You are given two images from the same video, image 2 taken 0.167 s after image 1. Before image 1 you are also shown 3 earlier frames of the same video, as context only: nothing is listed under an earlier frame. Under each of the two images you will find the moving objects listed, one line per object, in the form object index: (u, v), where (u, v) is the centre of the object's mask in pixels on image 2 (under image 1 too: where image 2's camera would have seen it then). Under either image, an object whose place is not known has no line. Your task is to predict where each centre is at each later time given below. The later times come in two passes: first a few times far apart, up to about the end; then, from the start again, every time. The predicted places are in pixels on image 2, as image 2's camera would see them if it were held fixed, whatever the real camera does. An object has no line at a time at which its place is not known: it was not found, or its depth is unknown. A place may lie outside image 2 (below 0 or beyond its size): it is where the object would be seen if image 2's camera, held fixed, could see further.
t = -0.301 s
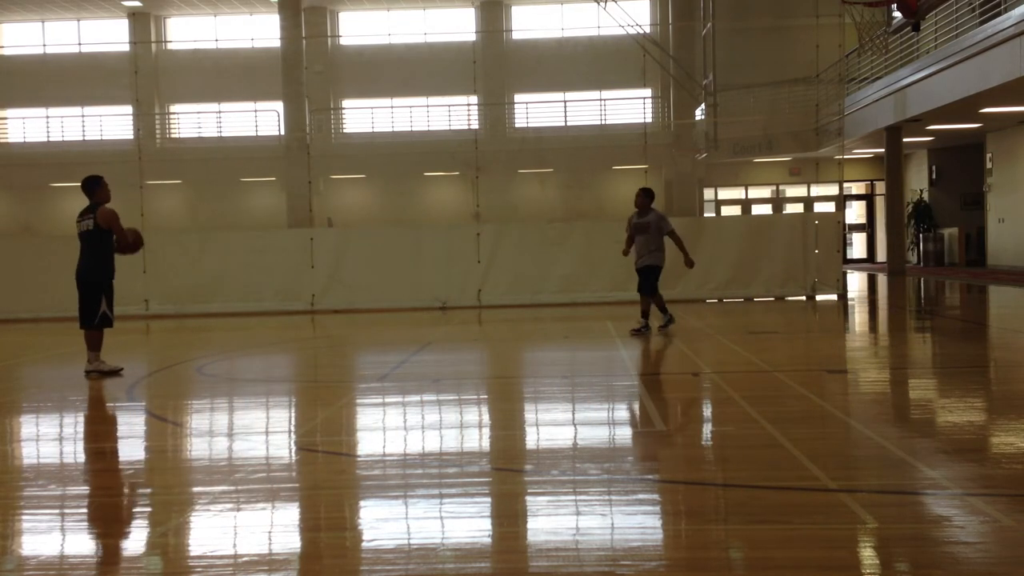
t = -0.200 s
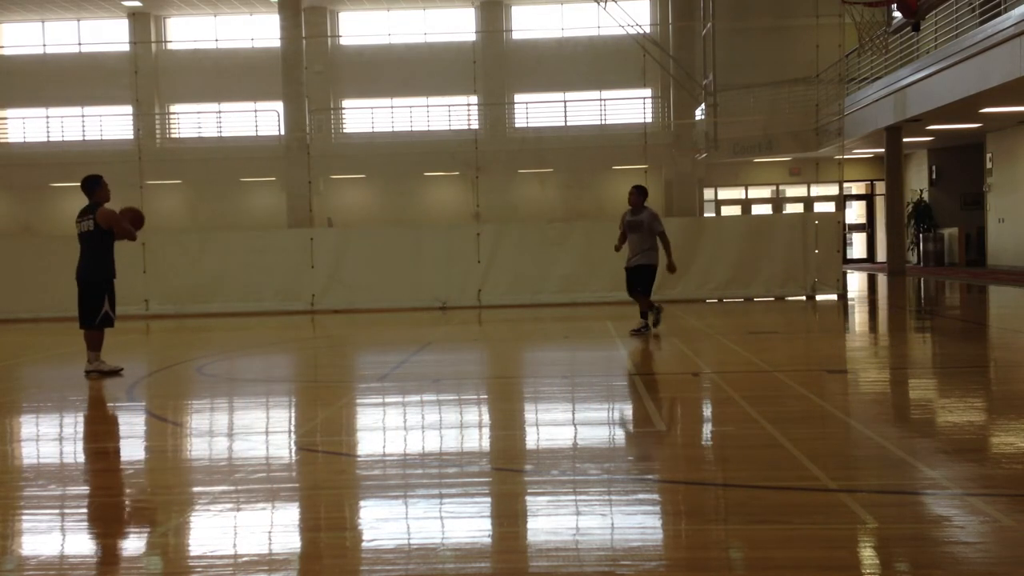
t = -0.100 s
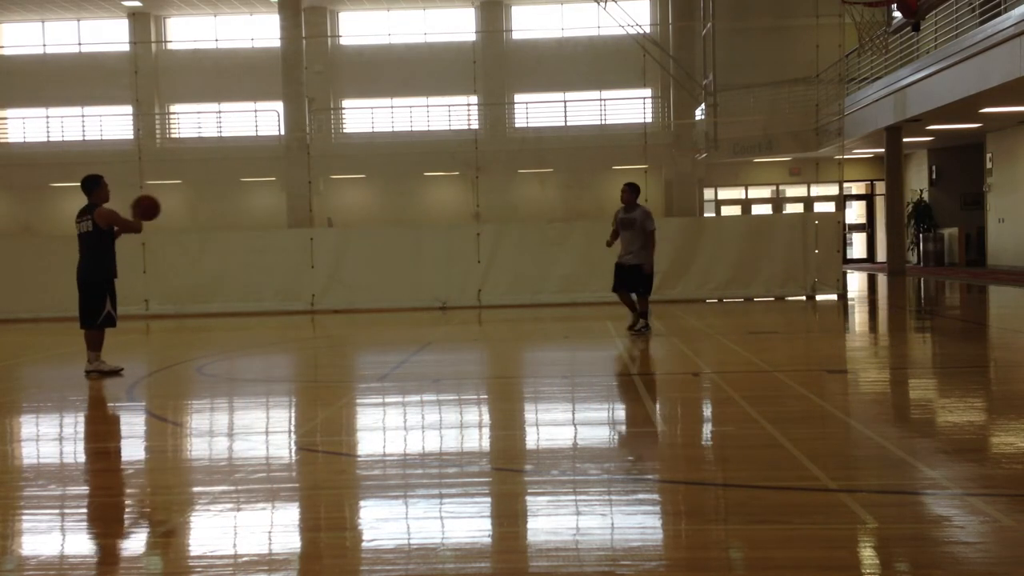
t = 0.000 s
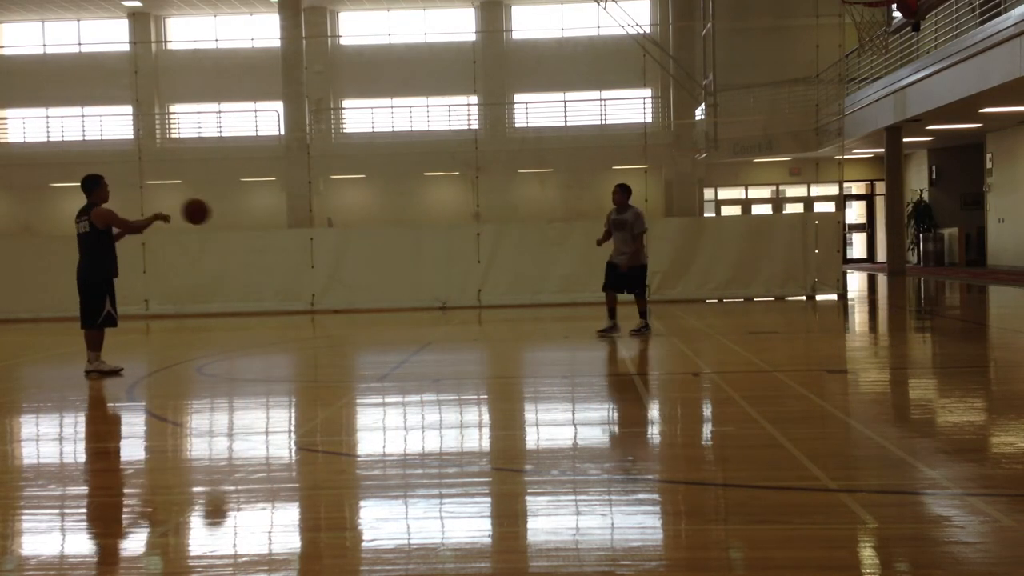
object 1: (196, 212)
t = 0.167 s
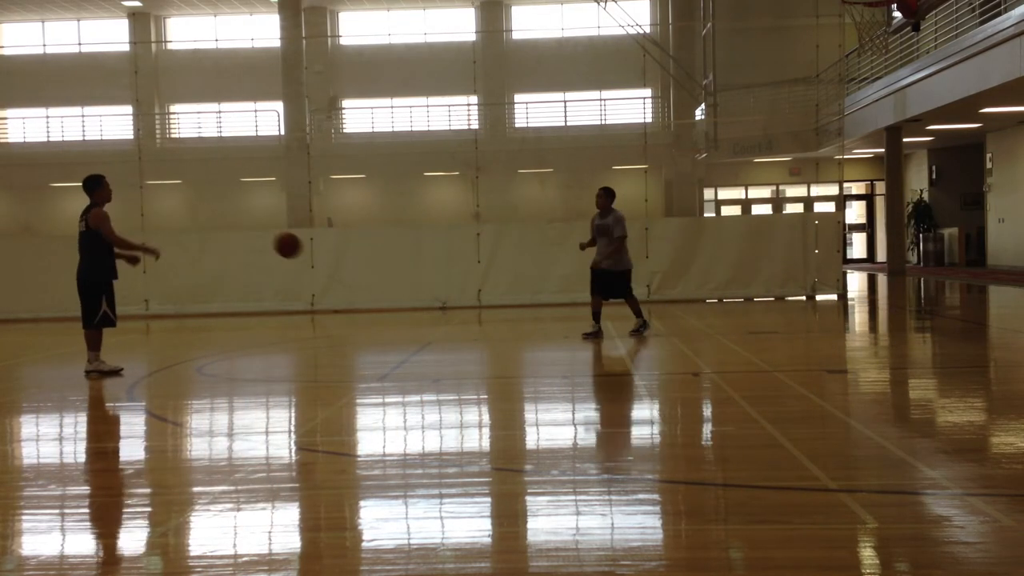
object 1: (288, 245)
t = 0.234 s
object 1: (323, 267)
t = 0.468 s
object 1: (425, 319)
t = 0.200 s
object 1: (305, 255)
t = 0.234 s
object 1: (323, 267)
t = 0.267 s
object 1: (341, 279)
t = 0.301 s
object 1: (358, 293)
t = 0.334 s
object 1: (376, 307)
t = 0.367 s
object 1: (393, 323)
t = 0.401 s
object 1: (410, 339)
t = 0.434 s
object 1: (418, 331)
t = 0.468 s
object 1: (425, 319)
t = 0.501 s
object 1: (433, 307)
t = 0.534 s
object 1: (440, 297)
